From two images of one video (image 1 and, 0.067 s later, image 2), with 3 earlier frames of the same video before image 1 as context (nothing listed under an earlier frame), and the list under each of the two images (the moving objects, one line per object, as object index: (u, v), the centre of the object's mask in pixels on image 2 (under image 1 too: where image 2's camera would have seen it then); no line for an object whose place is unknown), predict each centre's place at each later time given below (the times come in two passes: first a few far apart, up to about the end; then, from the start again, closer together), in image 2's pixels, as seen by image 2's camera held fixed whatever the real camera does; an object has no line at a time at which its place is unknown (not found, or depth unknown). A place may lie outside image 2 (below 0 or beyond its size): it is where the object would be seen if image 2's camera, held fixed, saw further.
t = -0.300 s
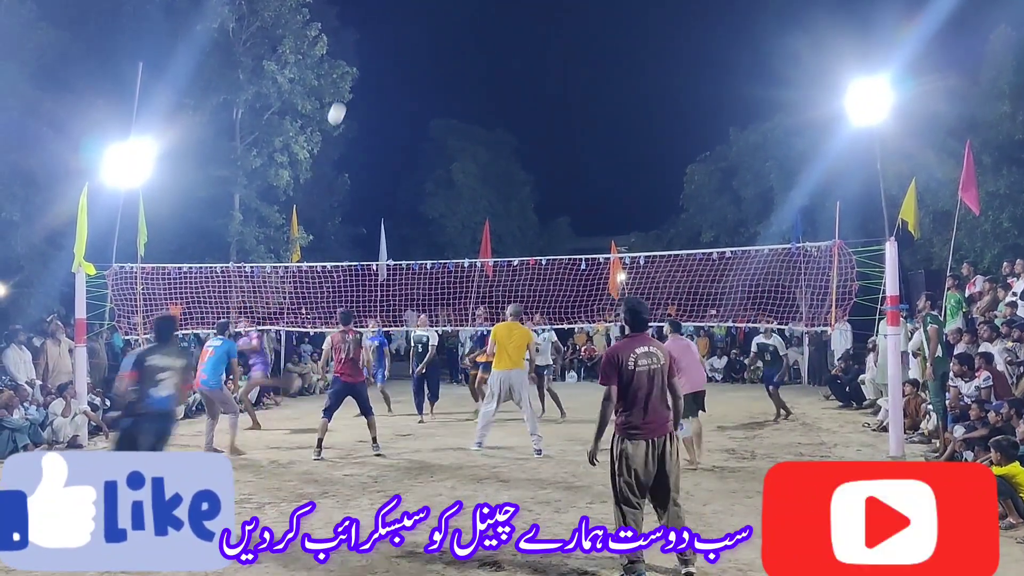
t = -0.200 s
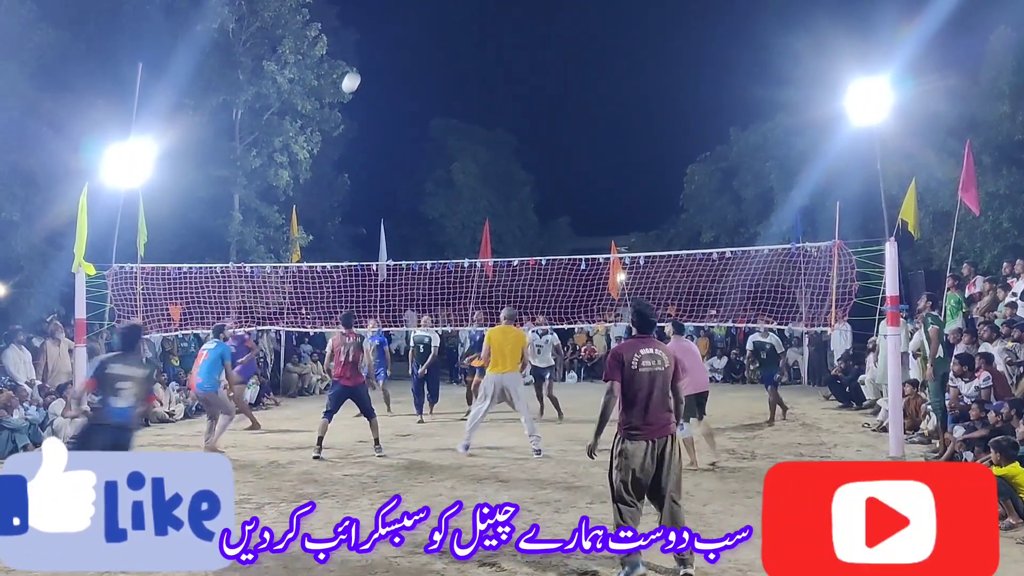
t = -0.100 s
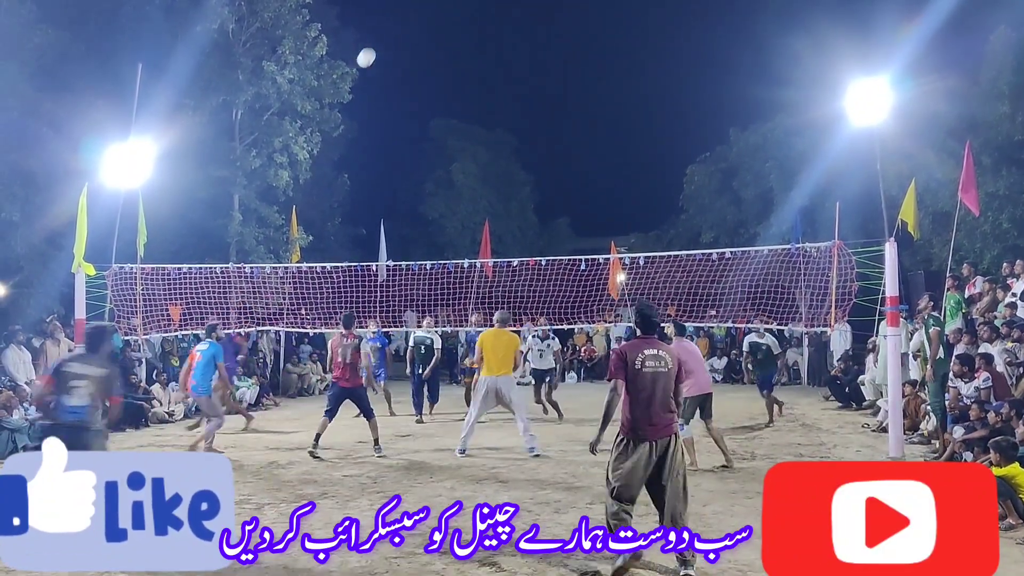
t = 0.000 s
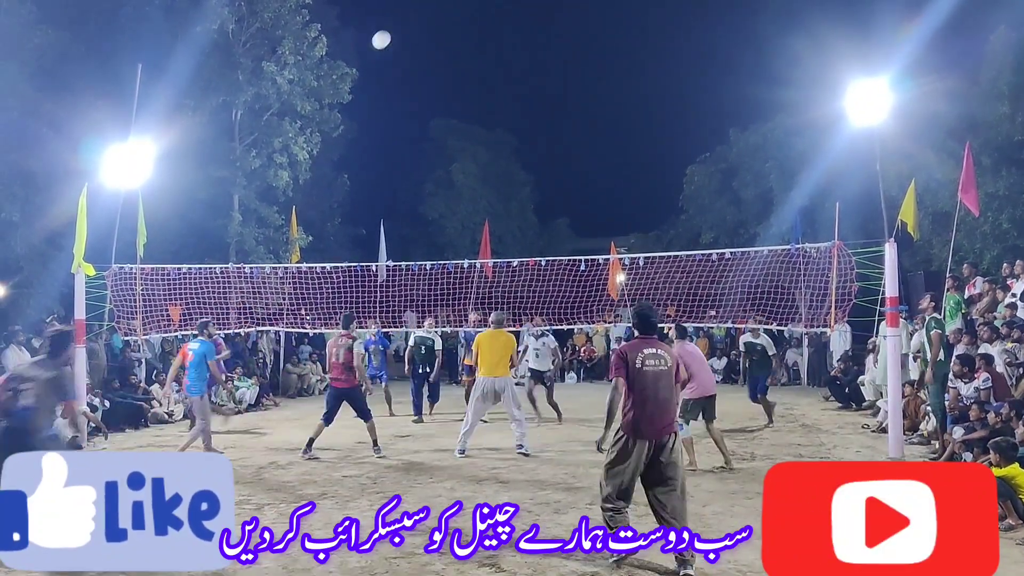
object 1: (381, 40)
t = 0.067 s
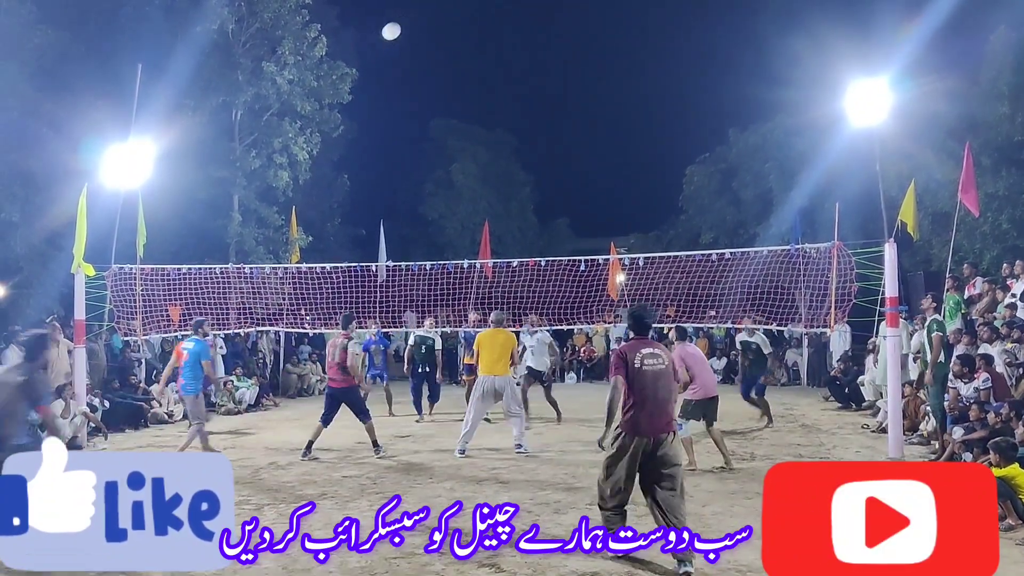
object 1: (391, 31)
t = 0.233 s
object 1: (418, 22)
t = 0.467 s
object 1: (457, 43)
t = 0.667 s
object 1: (491, 95)
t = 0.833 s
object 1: (520, 161)
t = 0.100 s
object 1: (396, 28)
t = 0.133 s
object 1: (402, 25)
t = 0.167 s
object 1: (407, 23)
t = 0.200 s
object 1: (413, 22)
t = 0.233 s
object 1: (418, 22)
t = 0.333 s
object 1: (435, 27)
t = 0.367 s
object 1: (440, 30)
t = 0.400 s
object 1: (446, 34)
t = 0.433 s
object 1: (451, 38)
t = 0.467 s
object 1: (457, 43)
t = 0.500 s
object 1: (463, 50)
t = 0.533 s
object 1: (469, 57)
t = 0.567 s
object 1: (475, 65)
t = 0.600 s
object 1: (480, 74)
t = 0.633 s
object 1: (486, 84)
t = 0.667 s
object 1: (491, 95)
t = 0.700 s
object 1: (497, 107)
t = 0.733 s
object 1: (502, 119)
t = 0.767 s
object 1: (508, 132)
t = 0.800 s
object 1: (514, 146)
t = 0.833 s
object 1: (520, 161)
